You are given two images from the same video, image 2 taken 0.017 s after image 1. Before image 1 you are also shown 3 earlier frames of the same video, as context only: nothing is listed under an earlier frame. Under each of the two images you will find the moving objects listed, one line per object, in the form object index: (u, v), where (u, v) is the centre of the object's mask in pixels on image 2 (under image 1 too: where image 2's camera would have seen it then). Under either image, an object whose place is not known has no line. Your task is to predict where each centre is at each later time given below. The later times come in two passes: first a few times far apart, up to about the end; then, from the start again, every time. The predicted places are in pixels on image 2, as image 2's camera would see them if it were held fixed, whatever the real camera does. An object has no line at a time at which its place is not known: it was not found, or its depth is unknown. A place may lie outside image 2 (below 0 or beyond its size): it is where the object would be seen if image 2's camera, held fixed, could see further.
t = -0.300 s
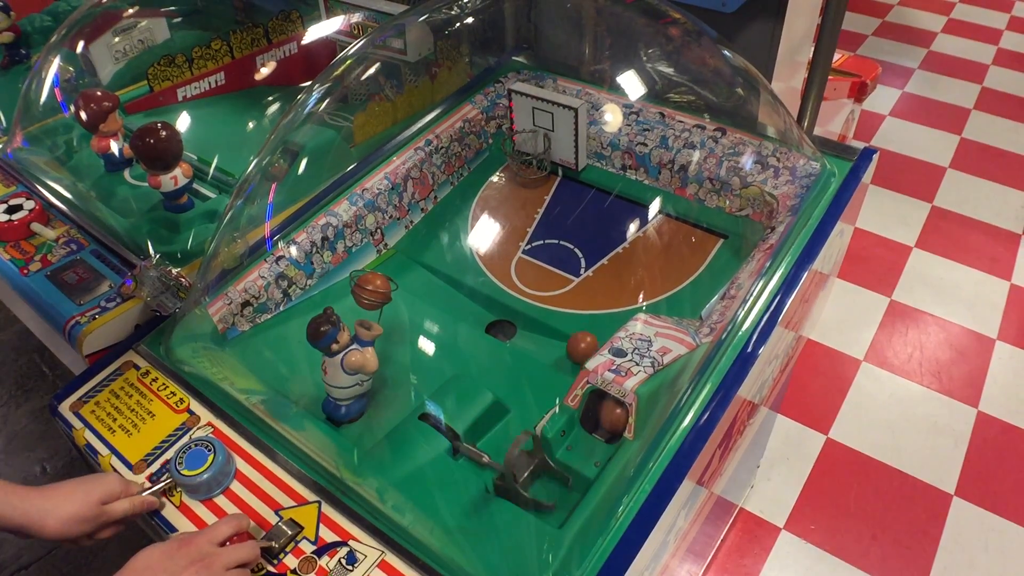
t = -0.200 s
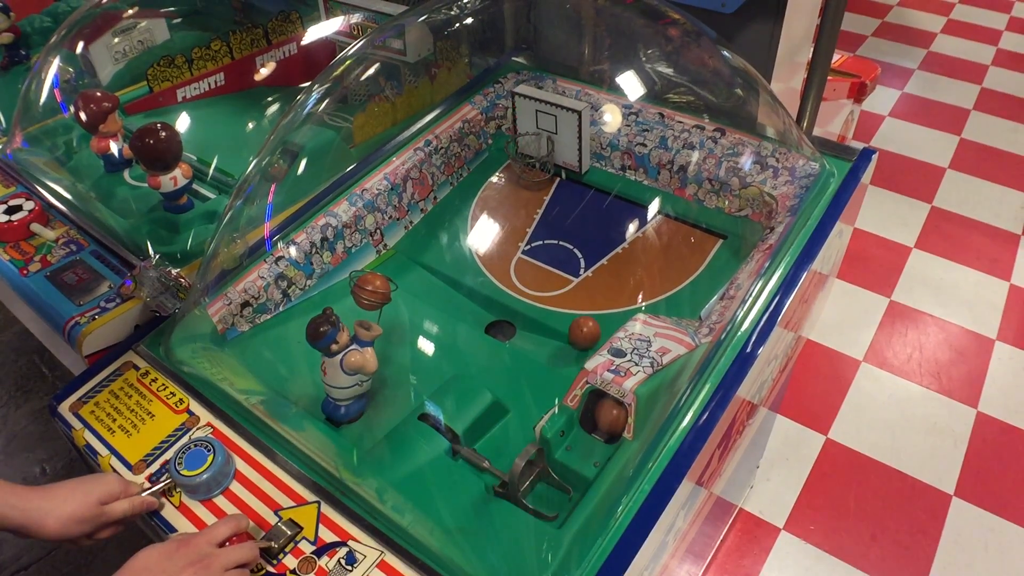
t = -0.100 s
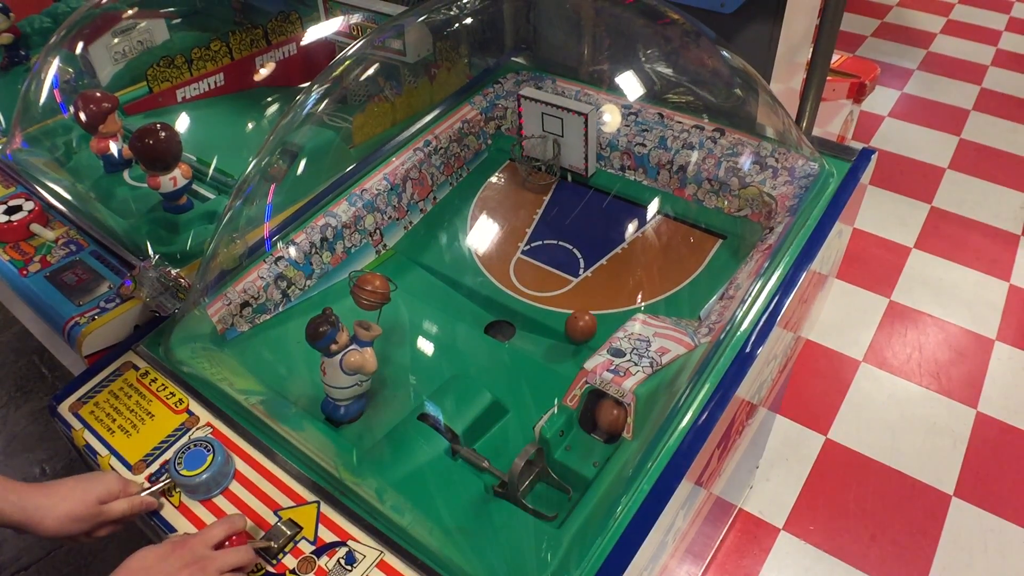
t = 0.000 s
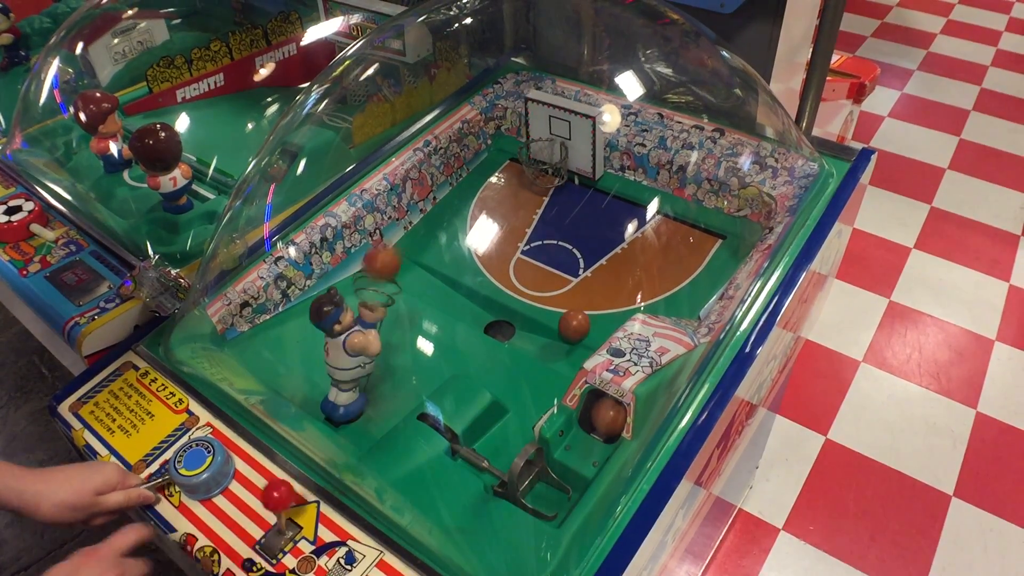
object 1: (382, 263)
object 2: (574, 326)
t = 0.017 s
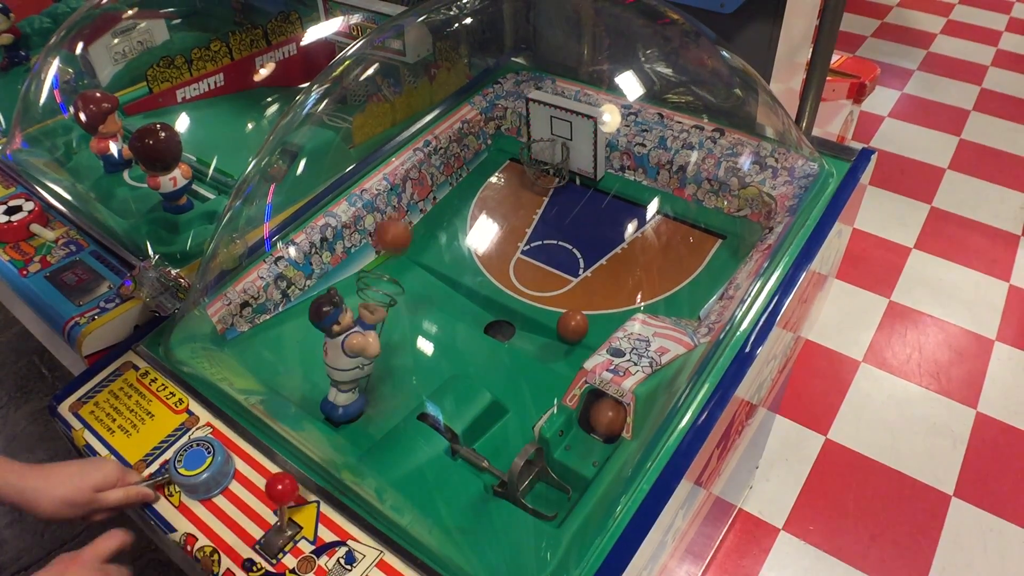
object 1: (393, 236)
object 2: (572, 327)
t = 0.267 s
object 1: (569, 87)
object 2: (538, 342)
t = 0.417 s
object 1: (625, 215)
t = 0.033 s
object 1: (404, 210)
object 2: (571, 327)
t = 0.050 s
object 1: (415, 187)
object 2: (569, 328)
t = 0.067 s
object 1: (428, 165)
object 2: (567, 330)
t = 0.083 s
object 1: (441, 146)
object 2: (565, 331)
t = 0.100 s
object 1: (452, 129)
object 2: (563, 334)
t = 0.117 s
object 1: (466, 113)
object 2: (560, 337)
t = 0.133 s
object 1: (477, 102)
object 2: (557, 338)
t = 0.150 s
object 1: (490, 92)
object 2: (554, 340)
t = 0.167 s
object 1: (502, 84)
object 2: (551, 342)
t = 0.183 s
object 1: (514, 79)
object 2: (547, 344)
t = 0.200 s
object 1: (526, 77)
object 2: (543, 345)
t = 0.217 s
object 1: (538, 76)
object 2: (542, 344)
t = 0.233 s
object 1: (548, 78)
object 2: (541, 343)
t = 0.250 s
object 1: (560, 81)
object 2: (540, 343)
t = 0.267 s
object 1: (569, 87)
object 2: (538, 342)
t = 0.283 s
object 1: (579, 94)
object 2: (536, 342)
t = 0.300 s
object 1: (588, 103)
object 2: (535, 341)
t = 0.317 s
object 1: (592, 112)
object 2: (533, 339)
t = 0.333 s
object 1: (600, 130)
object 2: (532, 339)
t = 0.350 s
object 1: (612, 142)
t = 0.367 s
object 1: (618, 153)
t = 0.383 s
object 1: (624, 171)
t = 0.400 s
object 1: (625, 195)
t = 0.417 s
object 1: (625, 215)
